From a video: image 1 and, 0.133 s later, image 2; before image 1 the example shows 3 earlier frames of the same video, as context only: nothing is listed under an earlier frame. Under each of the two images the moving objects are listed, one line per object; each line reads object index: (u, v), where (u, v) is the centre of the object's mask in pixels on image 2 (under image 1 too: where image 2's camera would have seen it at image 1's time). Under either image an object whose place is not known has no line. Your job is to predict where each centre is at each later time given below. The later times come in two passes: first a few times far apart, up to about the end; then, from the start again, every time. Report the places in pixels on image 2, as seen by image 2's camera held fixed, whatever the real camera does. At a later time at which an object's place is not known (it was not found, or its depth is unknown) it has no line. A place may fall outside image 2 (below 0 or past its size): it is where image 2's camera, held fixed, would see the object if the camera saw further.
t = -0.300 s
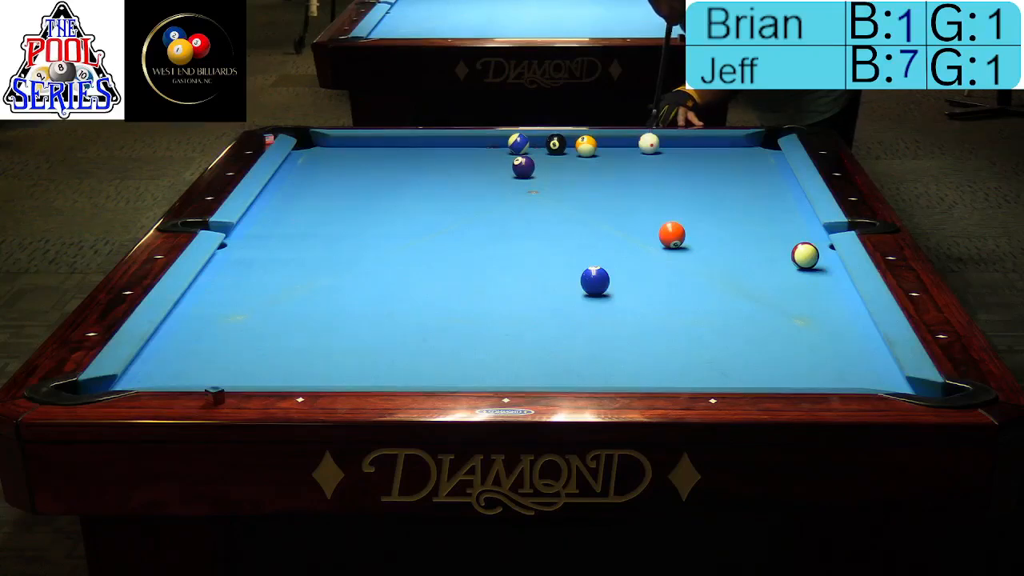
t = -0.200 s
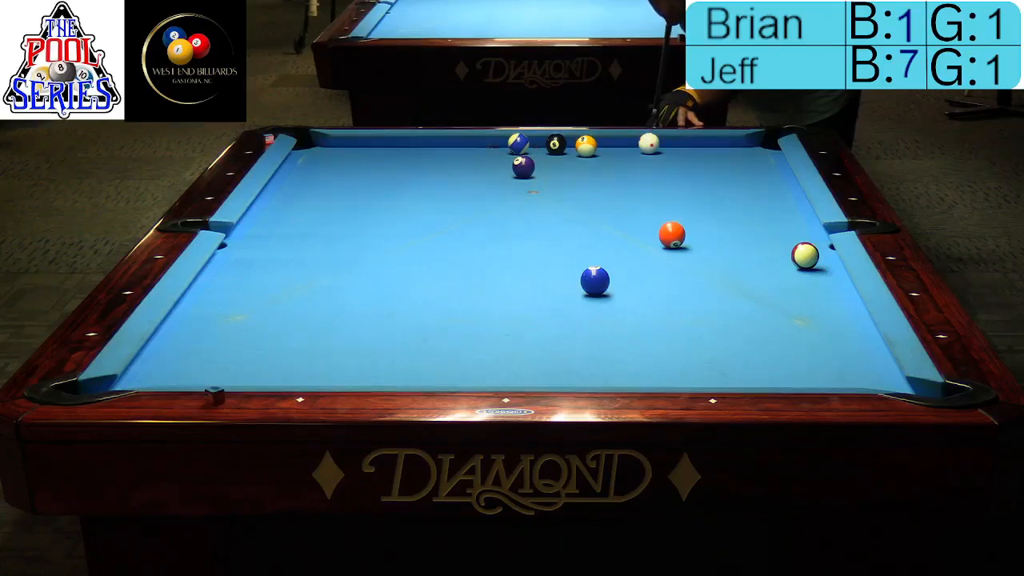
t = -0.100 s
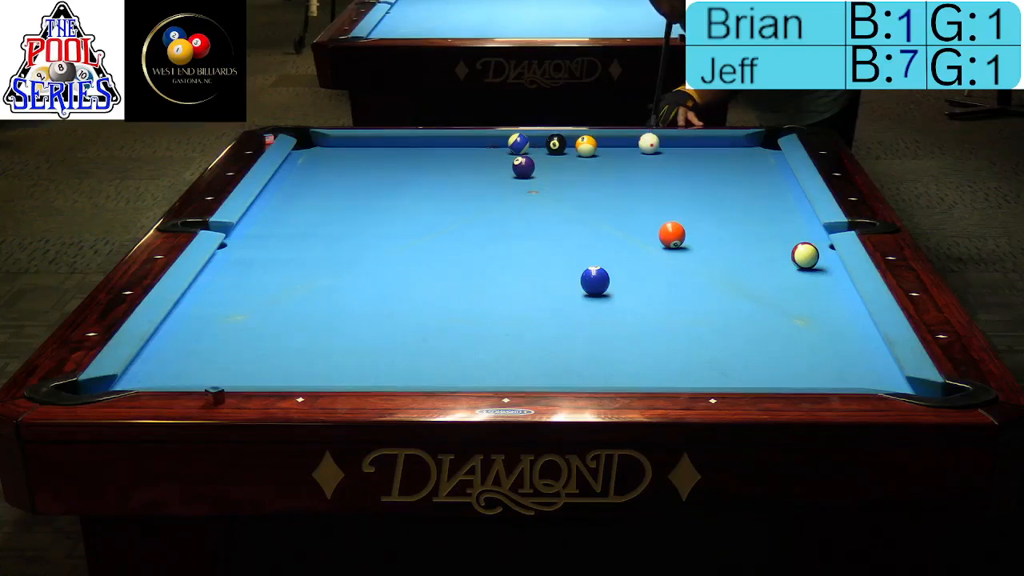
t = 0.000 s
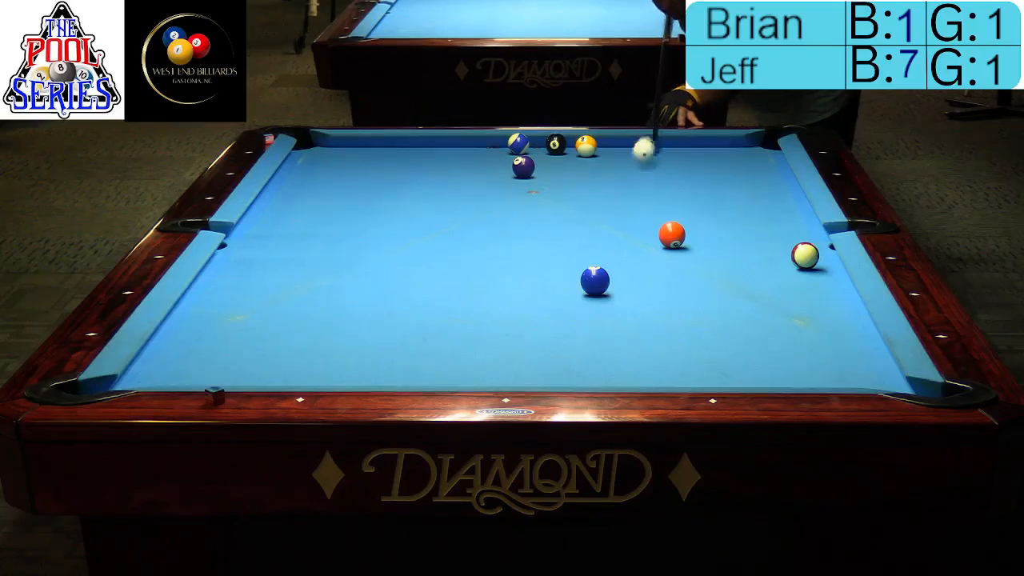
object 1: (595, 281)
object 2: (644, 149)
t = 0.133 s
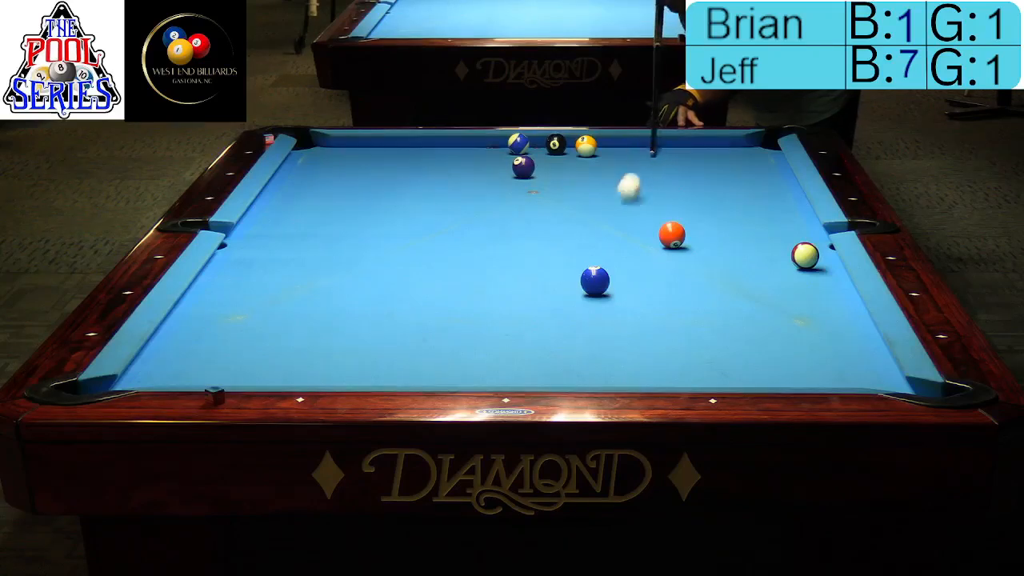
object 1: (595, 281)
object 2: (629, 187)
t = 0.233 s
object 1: (595, 281)
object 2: (618, 215)
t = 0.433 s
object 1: (595, 281)
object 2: (593, 263)
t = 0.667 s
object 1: (612, 339)
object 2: (548, 281)
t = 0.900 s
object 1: (627, 376)
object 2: (504, 295)
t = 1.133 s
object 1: (629, 348)
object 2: (458, 308)
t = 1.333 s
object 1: (631, 322)
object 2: (419, 319)
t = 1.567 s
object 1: (633, 295)
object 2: (374, 332)
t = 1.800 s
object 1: (634, 271)
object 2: (328, 346)
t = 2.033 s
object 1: (635, 250)
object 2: (283, 359)
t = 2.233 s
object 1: (636, 233)
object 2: (243, 369)
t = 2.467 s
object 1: (636, 216)
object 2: (198, 377)
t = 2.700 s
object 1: (637, 200)
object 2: (171, 376)
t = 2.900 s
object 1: (638, 188)
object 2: (157, 373)
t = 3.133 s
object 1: (639, 175)
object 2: (144, 370)
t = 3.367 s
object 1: (641, 163)
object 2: (153, 365)
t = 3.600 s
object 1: (642, 152)
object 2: (164, 362)
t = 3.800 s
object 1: (643, 143)
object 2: (170, 359)
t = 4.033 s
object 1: (645, 143)
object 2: (177, 357)
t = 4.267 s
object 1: (648, 149)
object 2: (181, 355)
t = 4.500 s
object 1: (652, 156)
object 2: (184, 355)
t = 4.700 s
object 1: (655, 161)
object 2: (185, 355)
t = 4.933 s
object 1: (657, 166)
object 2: (184, 355)
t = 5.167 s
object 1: (660, 172)
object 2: (184, 355)
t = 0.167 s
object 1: (595, 281)
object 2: (626, 195)
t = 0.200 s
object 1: (595, 281)
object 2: (622, 205)
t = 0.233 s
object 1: (595, 281)
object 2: (618, 215)
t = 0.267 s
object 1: (595, 281)
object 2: (614, 224)
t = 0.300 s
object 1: (595, 281)
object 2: (610, 234)
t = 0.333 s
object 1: (595, 281)
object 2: (606, 243)
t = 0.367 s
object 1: (595, 281)
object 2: (602, 252)
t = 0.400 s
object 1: (595, 281)
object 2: (599, 258)
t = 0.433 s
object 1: (595, 281)
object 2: (593, 263)
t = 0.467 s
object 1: (596, 286)
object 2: (585, 271)
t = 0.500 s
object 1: (599, 295)
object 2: (580, 275)
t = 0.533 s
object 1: (602, 304)
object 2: (574, 275)
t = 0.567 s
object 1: (605, 313)
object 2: (567, 277)
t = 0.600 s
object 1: (607, 322)
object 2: (561, 278)
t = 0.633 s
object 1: (610, 330)
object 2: (555, 280)
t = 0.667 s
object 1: (612, 339)
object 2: (548, 281)
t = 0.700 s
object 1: (615, 348)
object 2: (542, 284)
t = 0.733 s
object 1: (617, 355)
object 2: (535, 285)
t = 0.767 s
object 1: (619, 364)
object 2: (529, 287)
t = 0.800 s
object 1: (622, 370)
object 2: (523, 289)
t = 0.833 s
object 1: (624, 374)
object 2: (516, 291)
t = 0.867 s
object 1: (627, 378)
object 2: (510, 293)
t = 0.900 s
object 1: (627, 376)
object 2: (504, 295)
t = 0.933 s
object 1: (628, 374)
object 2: (497, 296)
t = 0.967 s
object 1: (628, 371)
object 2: (490, 298)
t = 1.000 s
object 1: (628, 368)
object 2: (484, 300)
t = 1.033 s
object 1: (628, 363)
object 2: (478, 302)
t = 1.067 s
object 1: (629, 358)
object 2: (472, 304)
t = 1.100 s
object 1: (629, 353)
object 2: (465, 306)
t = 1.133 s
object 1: (629, 348)
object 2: (458, 308)
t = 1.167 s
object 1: (630, 343)
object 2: (452, 310)
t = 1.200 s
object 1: (630, 339)
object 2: (445, 312)
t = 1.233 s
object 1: (630, 334)
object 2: (439, 313)
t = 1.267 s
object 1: (630, 330)
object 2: (432, 315)
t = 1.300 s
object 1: (631, 326)
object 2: (426, 317)
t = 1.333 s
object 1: (631, 322)
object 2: (419, 319)
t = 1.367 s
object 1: (631, 318)
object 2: (413, 321)
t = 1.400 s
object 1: (632, 314)
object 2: (406, 323)
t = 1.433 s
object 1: (632, 310)
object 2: (400, 325)
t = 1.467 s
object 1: (632, 306)
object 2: (394, 327)
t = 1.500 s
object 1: (633, 302)
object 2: (387, 329)
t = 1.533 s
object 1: (633, 298)
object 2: (380, 331)
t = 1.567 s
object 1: (633, 295)
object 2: (374, 332)
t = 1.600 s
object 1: (633, 291)
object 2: (367, 334)
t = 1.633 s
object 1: (633, 287)
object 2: (361, 336)
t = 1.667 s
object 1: (634, 284)
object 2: (354, 338)
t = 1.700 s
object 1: (634, 281)
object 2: (348, 340)
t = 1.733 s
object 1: (634, 277)
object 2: (341, 342)
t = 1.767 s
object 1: (634, 274)
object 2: (335, 343)
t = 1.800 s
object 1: (634, 271)
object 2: (328, 346)
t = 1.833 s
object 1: (635, 267)
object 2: (322, 348)
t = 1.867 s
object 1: (635, 265)
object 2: (315, 349)
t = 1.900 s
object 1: (635, 262)
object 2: (309, 351)
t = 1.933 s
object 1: (635, 258)
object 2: (303, 353)
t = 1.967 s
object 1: (635, 255)
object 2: (296, 355)
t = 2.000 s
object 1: (635, 252)
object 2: (289, 357)
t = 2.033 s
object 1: (635, 250)
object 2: (283, 359)
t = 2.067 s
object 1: (635, 247)
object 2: (276, 360)
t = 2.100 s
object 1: (636, 244)
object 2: (269, 362)
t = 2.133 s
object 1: (636, 241)
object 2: (263, 364)
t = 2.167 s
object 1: (636, 238)
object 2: (256, 366)
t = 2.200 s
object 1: (636, 236)
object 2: (250, 368)
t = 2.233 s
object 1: (636, 233)
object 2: (243, 369)
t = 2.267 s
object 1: (636, 230)
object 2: (237, 370)
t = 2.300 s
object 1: (636, 228)
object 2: (230, 371)
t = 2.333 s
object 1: (636, 225)
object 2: (223, 372)
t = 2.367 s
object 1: (636, 223)
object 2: (217, 373)
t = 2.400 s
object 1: (636, 220)
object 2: (211, 375)
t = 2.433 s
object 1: (636, 218)
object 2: (204, 376)
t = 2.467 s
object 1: (636, 216)
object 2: (198, 377)
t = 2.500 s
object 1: (637, 213)
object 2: (192, 377)
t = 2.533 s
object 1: (637, 211)
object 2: (185, 378)
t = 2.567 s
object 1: (637, 209)
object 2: (181, 378)
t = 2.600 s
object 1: (637, 206)
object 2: (178, 378)
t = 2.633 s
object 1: (637, 204)
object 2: (176, 377)
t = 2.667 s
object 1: (637, 202)
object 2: (174, 377)
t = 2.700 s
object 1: (637, 200)
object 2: (171, 376)
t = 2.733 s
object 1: (637, 198)
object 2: (169, 376)
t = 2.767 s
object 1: (638, 196)
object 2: (166, 375)
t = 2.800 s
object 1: (638, 194)
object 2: (164, 375)
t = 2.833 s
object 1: (638, 192)
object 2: (162, 374)
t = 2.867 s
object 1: (638, 190)
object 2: (160, 374)
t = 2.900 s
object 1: (638, 188)
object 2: (157, 373)
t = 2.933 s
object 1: (638, 185)
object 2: (156, 373)
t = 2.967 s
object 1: (638, 184)
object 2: (153, 372)
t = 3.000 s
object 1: (639, 182)
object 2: (151, 372)
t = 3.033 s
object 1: (639, 180)
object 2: (150, 371)
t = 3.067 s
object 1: (639, 178)
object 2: (148, 370)
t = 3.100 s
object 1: (639, 176)
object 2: (146, 370)
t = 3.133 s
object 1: (639, 175)
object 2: (144, 370)
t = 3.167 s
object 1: (640, 173)
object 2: (143, 369)
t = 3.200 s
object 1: (640, 171)
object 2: (144, 368)
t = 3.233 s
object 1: (640, 170)
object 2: (146, 367)
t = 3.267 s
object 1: (640, 168)
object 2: (148, 366)
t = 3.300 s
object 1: (640, 166)
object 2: (150, 366)
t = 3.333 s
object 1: (641, 165)
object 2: (152, 366)
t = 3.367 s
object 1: (641, 163)
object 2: (153, 365)
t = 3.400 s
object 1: (641, 161)
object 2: (155, 365)
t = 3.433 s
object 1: (641, 160)
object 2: (156, 364)
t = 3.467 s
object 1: (642, 158)
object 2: (158, 363)
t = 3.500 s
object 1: (642, 156)
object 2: (159, 363)
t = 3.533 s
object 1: (642, 154)
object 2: (161, 363)
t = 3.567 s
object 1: (642, 153)
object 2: (162, 362)
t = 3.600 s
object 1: (642, 152)
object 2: (164, 362)
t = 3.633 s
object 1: (642, 151)
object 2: (165, 361)
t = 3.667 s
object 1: (643, 149)
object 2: (166, 361)
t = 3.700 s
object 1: (643, 147)
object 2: (167, 360)
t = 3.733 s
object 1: (643, 147)
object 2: (168, 360)
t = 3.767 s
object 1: (644, 145)
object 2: (169, 359)
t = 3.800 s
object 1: (643, 143)
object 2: (170, 359)
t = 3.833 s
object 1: (644, 142)
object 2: (172, 359)
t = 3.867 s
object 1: (644, 141)
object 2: (172, 359)
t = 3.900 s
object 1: (645, 141)
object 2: (173, 358)
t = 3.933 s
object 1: (645, 141)
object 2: (174, 358)
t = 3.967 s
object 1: (645, 142)
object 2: (175, 357)
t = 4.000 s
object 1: (645, 143)
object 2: (176, 357)
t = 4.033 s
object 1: (645, 143)
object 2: (177, 357)
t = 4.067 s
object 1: (646, 145)
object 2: (177, 356)
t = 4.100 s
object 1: (647, 146)
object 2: (178, 356)
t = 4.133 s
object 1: (647, 146)
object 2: (179, 356)
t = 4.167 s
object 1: (647, 147)
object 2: (180, 356)
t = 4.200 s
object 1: (647, 148)
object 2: (180, 355)
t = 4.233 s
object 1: (648, 149)
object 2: (181, 355)
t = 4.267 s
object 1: (648, 149)
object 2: (181, 355)
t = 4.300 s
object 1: (649, 151)
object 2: (182, 355)
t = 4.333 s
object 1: (649, 151)
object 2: (182, 355)
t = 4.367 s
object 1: (650, 152)
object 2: (182, 355)
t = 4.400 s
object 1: (650, 153)
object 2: (183, 355)
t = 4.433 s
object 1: (651, 154)
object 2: (183, 355)
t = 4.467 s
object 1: (651, 155)
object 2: (184, 355)
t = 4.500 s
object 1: (652, 156)
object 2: (184, 355)
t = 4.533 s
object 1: (652, 157)
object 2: (184, 355)
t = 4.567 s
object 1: (653, 158)
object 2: (184, 355)
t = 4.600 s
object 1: (653, 158)
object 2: (184, 355)
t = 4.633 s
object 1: (654, 159)
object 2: (185, 355)
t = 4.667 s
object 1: (654, 160)
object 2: (185, 355)
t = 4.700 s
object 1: (655, 161)
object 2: (185, 355)
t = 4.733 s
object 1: (655, 162)
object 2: (185, 355)
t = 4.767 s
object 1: (655, 163)
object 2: (184, 355)
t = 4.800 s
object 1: (656, 163)
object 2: (185, 355)
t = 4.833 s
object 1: (656, 164)
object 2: (185, 355)
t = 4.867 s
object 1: (657, 165)
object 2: (184, 355)
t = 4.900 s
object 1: (657, 166)
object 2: (184, 355)
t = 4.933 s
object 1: (657, 166)
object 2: (184, 355)
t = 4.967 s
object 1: (658, 167)
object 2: (184, 355)
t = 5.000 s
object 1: (658, 168)
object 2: (184, 355)
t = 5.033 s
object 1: (659, 169)
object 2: (184, 355)
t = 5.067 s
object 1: (659, 170)
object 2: (184, 355)
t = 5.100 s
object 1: (659, 170)
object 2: (184, 355)
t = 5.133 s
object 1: (660, 171)
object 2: (184, 355)
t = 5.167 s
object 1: (660, 172)
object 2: (184, 355)
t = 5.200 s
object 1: (660, 173)
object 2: (184, 355)
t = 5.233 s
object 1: (661, 174)
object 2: (184, 355)
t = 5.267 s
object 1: (661, 175)
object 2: (184, 355)
